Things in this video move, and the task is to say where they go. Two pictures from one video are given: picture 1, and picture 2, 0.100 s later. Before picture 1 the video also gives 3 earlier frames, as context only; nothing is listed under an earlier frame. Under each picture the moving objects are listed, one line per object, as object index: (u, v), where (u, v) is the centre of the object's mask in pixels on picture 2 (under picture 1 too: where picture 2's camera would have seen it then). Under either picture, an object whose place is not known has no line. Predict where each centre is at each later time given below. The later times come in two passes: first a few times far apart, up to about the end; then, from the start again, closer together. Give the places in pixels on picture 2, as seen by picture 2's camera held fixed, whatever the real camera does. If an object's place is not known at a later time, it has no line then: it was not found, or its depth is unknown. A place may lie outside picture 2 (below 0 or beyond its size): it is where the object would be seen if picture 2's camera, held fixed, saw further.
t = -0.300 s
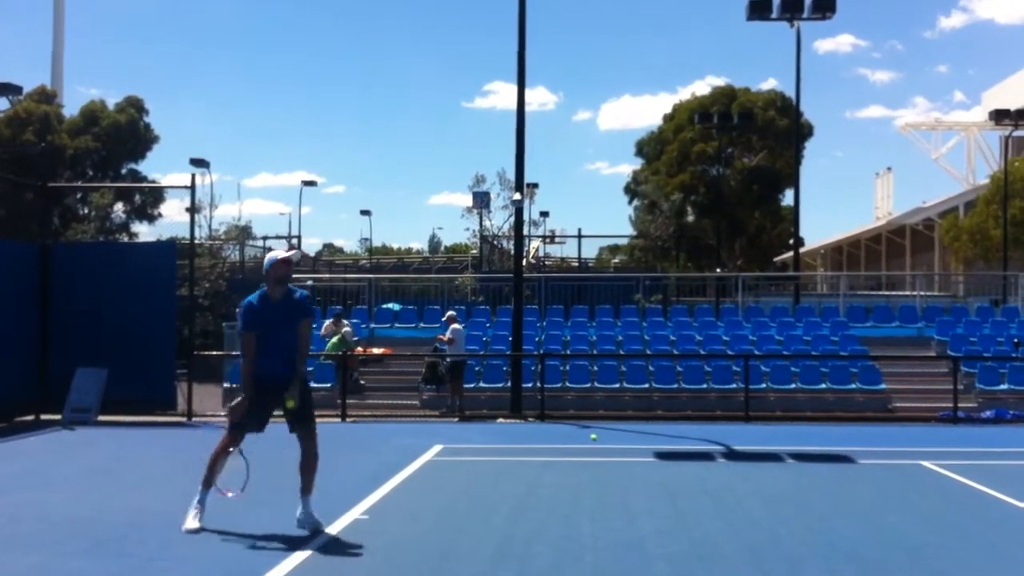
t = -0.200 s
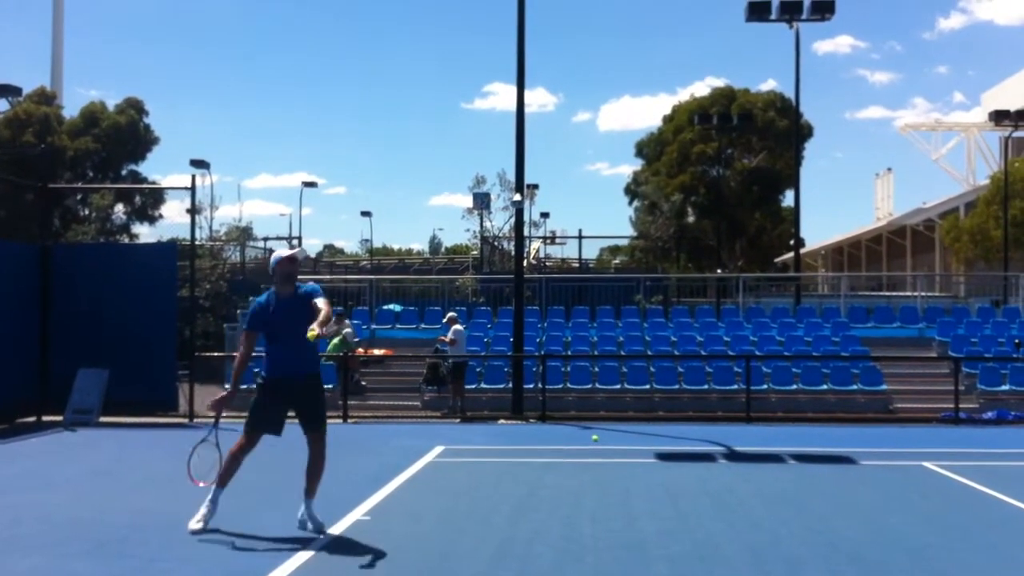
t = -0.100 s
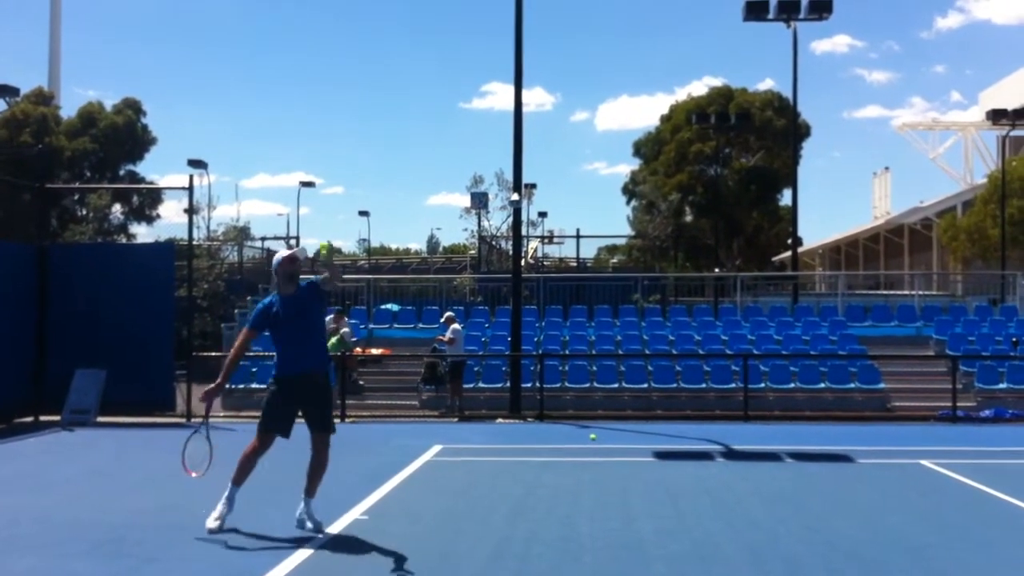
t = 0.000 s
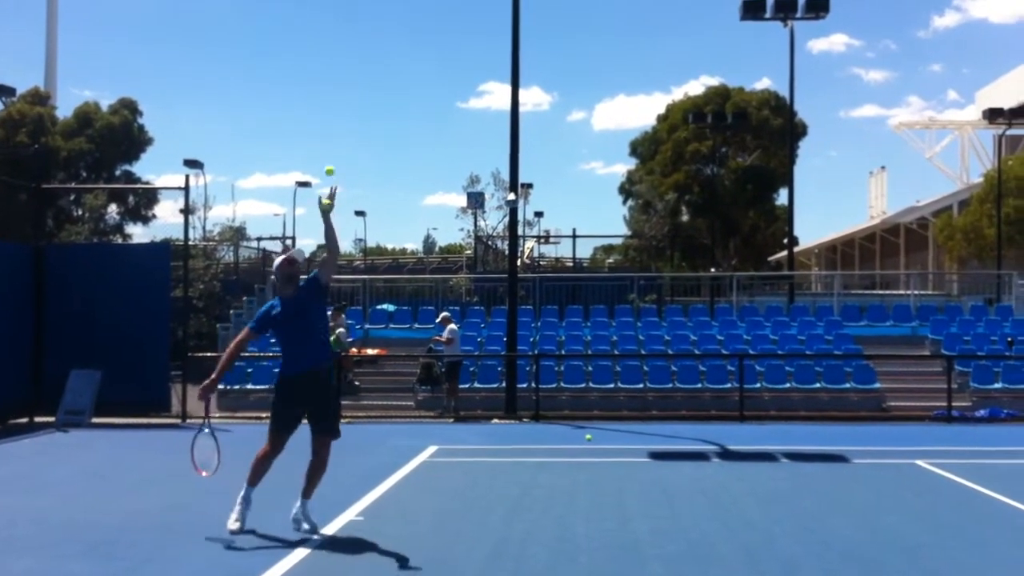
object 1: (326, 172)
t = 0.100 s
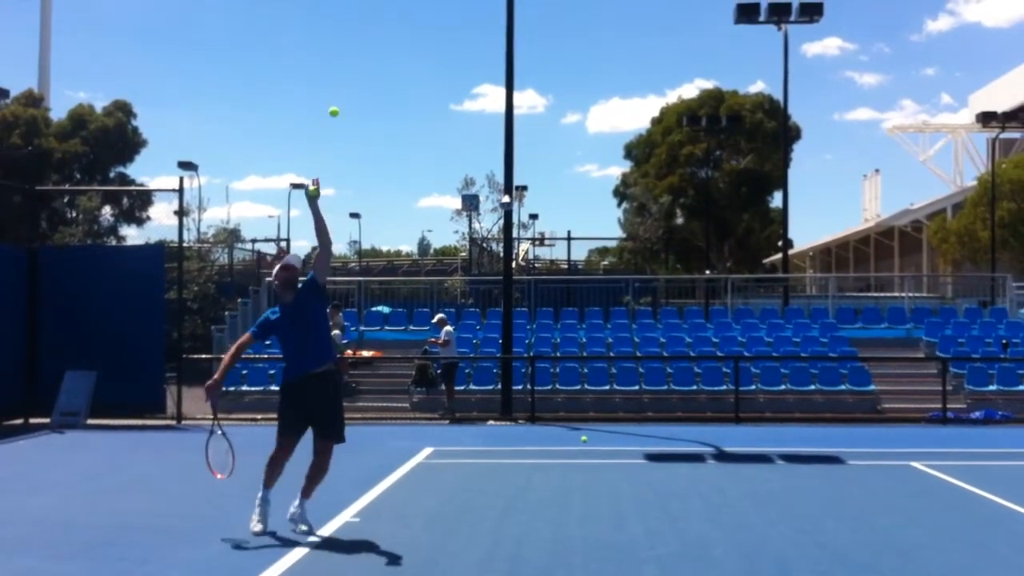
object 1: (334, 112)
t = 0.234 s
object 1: (347, 52)
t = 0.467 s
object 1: (368, 7)
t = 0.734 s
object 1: (391, 50)
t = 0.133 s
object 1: (336, 94)
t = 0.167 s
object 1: (338, 78)
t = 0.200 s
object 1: (342, 64)
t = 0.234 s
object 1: (347, 52)
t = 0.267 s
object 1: (349, 41)
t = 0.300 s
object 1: (352, 32)
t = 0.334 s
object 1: (354, 23)
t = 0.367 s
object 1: (359, 17)
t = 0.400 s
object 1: (362, 13)
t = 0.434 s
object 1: (363, 10)
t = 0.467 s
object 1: (368, 7)
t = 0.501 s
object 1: (371, 8)
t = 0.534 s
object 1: (374, 9)
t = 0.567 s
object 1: (375, 11)
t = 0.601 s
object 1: (381, 15)
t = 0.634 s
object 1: (384, 21)
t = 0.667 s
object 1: (385, 29)
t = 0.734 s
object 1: (391, 50)
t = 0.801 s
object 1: (398, 74)
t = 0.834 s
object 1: (402, 89)
